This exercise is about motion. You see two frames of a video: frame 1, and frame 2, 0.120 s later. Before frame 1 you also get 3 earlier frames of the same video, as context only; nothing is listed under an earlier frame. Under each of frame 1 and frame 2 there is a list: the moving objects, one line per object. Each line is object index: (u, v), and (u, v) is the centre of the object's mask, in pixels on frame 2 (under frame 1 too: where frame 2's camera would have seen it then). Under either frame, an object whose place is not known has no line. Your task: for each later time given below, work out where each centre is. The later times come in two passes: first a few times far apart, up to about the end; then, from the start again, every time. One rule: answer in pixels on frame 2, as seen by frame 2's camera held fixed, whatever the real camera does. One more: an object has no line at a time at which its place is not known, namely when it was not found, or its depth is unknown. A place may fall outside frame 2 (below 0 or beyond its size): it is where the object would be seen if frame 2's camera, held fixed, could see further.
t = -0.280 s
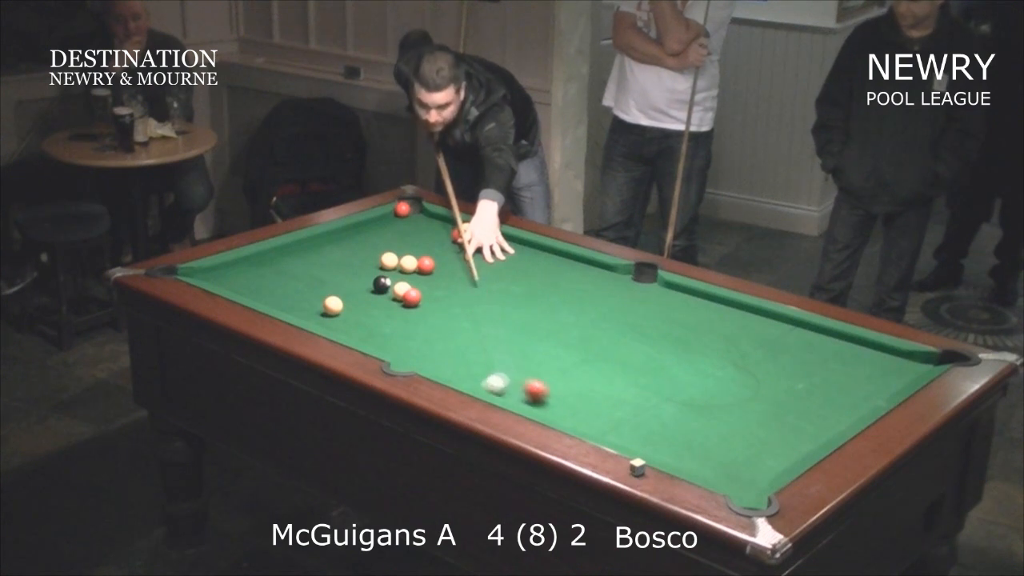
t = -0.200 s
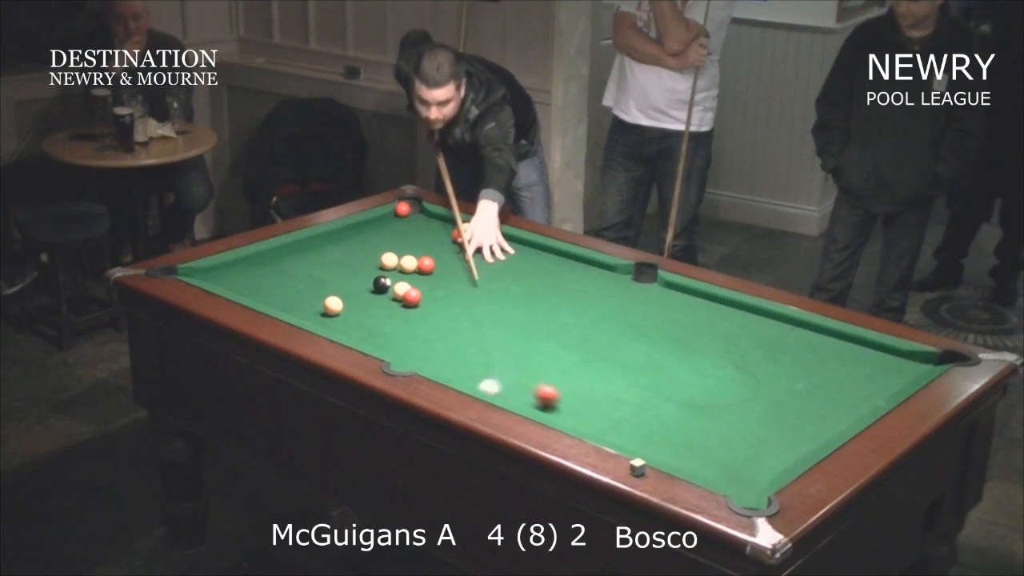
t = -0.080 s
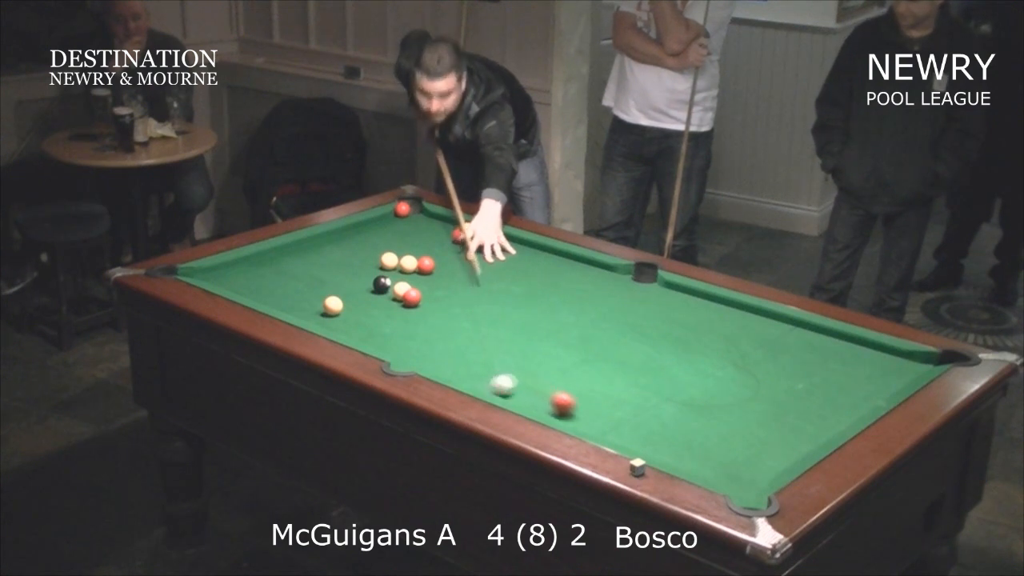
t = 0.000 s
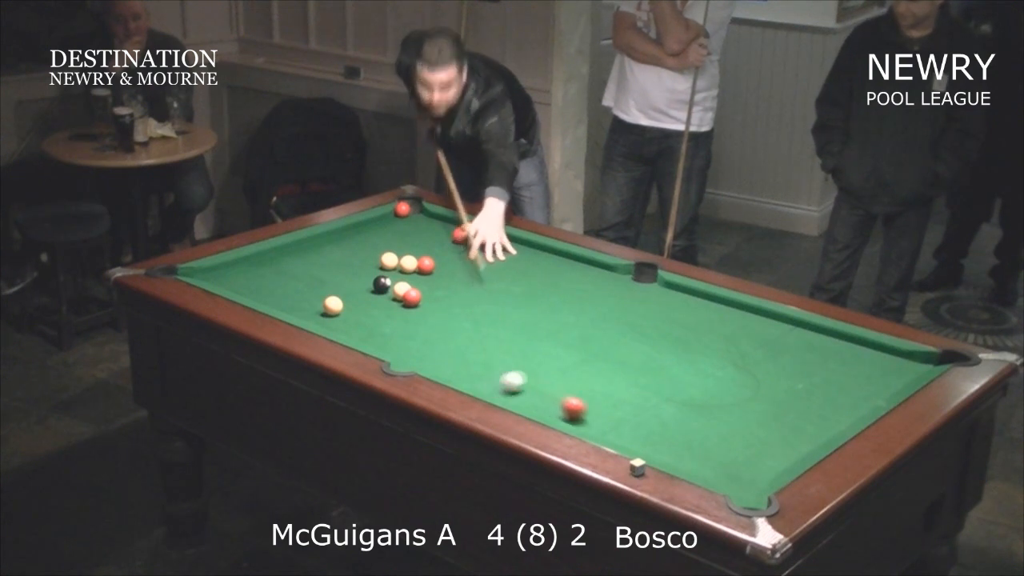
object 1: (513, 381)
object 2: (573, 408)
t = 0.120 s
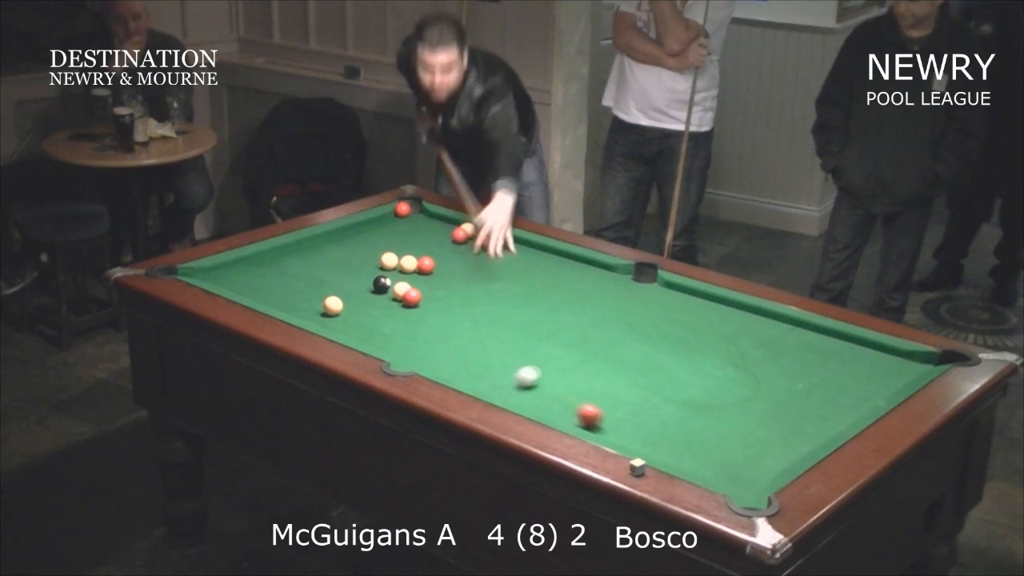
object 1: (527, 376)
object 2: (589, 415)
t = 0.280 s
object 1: (544, 370)
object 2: (610, 424)
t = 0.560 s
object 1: (572, 361)
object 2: (645, 440)
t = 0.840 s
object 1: (595, 352)
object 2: (679, 455)
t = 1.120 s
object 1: (615, 345)
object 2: (712, 469)
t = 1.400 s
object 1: (630, 338)
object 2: (741, 483)
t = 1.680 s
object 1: (643, 333)
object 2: (745, 491)
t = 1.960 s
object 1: (653, 330)
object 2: (739, 494)
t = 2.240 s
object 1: (659, 327)
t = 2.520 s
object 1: (663, 324)
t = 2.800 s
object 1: (664, 323)
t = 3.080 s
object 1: (665, 323)
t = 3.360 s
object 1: (665, 323)
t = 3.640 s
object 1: (665, 323)
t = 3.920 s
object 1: (665, 323)
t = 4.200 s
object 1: (665, 323)
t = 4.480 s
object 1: (665, 323)
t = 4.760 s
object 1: (665, 323)
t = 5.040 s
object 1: (665, 323)
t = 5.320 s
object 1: (665, 323)
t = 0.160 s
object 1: (532, 375)
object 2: (594, 417)
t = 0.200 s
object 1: (536, 373)
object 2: (600, 420)
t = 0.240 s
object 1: (540, 372)
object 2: (605, 422)
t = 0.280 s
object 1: (544, 370)
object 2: (610, 424)
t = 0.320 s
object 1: (548, 369)
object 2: (615, 427)
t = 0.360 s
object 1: (553, 367)
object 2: (620, 429)
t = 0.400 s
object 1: (557, 366)
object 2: (625, 431)
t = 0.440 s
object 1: (560, 364)
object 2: (630, 433)
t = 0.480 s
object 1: (564, 363)
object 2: (635, 436)
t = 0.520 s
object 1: (568, 362)
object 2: (640, 438)
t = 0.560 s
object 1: (572, 361)
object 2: (645, 440)
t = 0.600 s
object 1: (575, 359)
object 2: (650, 442)
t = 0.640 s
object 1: (578, 358)
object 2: (655, 444)
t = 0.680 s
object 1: (582, 357)
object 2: (660, 446)
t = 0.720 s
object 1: (585, 356)
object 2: (665, 449)
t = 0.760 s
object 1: (589, 355)
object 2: (670, 451)
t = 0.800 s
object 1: (592, 353)
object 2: (675, 453)
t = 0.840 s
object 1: (595, 352)
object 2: (679, 455)
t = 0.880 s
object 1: (598, 351)
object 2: (684, 457)
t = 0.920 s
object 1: (601, 350)
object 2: (689, 459)
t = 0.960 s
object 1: (604, 349)
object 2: (693, 461)
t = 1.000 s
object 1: (607, 348)
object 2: (698, 463)
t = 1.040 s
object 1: (609, 347)
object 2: (703, 465)
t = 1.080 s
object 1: (612, 346)
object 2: (707, 467)
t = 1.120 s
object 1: (615, 345)
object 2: (712, 469)
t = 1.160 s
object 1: (617, 344)
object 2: (716, 471)
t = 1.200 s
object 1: (619, 343)
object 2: (720, 474)
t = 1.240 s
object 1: (622, 342)
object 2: (725, 476)
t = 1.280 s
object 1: (624, 341)
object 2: (729, 478)
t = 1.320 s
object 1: (626, 340)
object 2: (733, 480)
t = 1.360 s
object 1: (628, 339)
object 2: (737, 481)
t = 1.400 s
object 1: (630, 338)
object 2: (741, 483)
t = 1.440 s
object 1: (632, 338)
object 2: (745, 485)
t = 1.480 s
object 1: (634, 337)
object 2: (750, 487)
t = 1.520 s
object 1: (636, 336)
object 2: (752, 489)
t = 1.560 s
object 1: (638, 336)
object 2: (751, 489)
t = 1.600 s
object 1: (640, 335)
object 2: (749, 490)
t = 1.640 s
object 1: (642, 334)
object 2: (746, 490)
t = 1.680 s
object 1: (643, 333)
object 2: (745, 491)
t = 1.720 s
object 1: (645, 333)
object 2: (742, 491)
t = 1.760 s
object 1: (646, 332)
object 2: (741, 492)
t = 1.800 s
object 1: (648, 332)
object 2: (739, 492)
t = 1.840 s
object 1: (649, 331)
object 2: (738, 492)
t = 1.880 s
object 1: (650, 331)
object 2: (738, 493)
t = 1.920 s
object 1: (652, 330)
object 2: (738, 493)
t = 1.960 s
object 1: (653, 330)
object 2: (739, 494)
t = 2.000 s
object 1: (654, 329)
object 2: (740, 495)
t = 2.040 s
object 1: (655, 329)
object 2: (741, 496)
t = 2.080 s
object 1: (656, 328)
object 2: (744, 498)
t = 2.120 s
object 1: (657, 328)
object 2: (745, 500)
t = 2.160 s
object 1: (658, 327)
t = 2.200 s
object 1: (658, 327)
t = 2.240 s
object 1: (659, 327)
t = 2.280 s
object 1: (660, 326)
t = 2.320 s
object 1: (660, 326)
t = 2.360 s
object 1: (661, 326)
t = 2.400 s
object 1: (662, 325)
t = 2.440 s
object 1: (662, 325)
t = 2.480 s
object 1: (662, 325)
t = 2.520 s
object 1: (663, 324)
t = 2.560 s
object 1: (663, 324)
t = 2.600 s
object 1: (663, 324)
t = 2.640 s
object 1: (664, 324)
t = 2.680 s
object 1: (664, 324)
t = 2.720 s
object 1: (664, 324)
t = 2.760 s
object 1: (664, 324)
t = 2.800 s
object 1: (664, 323)
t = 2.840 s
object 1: (665, 323)
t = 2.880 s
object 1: (665, 323)
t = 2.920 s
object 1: (665, 323)
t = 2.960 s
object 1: (665, 323)
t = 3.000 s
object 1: (665, 323)
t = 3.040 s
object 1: (665, 323)
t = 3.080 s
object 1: (665, 323)
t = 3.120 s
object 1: (665, 323)
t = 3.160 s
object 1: (665, 323)
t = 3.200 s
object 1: (665, 323)
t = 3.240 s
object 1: (665, 323)
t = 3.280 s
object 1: (665, 323)
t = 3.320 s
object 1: (665, 323)
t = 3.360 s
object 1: (665, 323)
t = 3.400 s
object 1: (665, 323)
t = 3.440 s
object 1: (665, 323)
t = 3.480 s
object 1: (665, 323)
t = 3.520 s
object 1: (665, 323)
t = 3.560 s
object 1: (665, 323)
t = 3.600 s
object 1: (665, 323)
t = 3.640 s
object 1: (665, 323)
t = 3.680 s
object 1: (665, 323)
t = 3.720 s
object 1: (665, 323)
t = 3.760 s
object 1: (665, 323)
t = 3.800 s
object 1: (665, 323)
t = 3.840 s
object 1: (665, 323)
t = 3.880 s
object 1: (665, 323)
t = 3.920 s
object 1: (665, 323)
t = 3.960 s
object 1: (665, 323)
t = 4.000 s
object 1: (665, 323)
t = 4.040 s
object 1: (665, 323)
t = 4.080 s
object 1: (665, 323)
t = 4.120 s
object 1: (665, 323)
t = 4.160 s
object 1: (665, 323)
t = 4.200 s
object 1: (665, 323)
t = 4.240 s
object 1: (665, 323)
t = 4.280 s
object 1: (665, 323)
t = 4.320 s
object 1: (665, 323)
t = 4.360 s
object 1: (665, 323)
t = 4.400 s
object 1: (665, 323)
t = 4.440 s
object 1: (665, 323)
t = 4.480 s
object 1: (665, 323)
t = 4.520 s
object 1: (665, 323)
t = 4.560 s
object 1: (665, 323)
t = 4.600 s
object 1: (665, 323)
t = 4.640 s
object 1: (665, 323)
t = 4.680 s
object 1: (665, 323)
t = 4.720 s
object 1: (665, 323)
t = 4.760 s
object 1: (665, 323)
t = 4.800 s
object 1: (665, 323)
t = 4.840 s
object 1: (665, 323)
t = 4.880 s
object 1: (665, 323)
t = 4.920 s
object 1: (665, 323)
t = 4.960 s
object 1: (665, 323)
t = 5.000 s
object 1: (665, 323)
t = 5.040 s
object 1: (665, 323)
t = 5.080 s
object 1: (665, 323)
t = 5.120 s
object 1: (665, 323)
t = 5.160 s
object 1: (665, 323)
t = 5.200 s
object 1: (665, 323)
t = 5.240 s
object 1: (665, 323)
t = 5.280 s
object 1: (665, 323)
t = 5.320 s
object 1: (665, 323)
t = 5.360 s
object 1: (665, 323)
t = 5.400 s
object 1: (665, 323)
